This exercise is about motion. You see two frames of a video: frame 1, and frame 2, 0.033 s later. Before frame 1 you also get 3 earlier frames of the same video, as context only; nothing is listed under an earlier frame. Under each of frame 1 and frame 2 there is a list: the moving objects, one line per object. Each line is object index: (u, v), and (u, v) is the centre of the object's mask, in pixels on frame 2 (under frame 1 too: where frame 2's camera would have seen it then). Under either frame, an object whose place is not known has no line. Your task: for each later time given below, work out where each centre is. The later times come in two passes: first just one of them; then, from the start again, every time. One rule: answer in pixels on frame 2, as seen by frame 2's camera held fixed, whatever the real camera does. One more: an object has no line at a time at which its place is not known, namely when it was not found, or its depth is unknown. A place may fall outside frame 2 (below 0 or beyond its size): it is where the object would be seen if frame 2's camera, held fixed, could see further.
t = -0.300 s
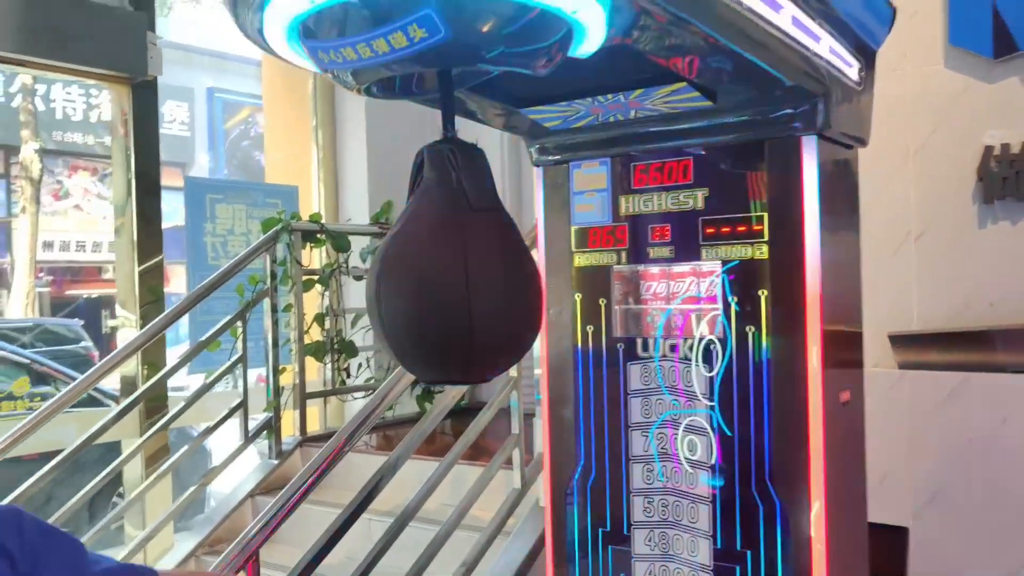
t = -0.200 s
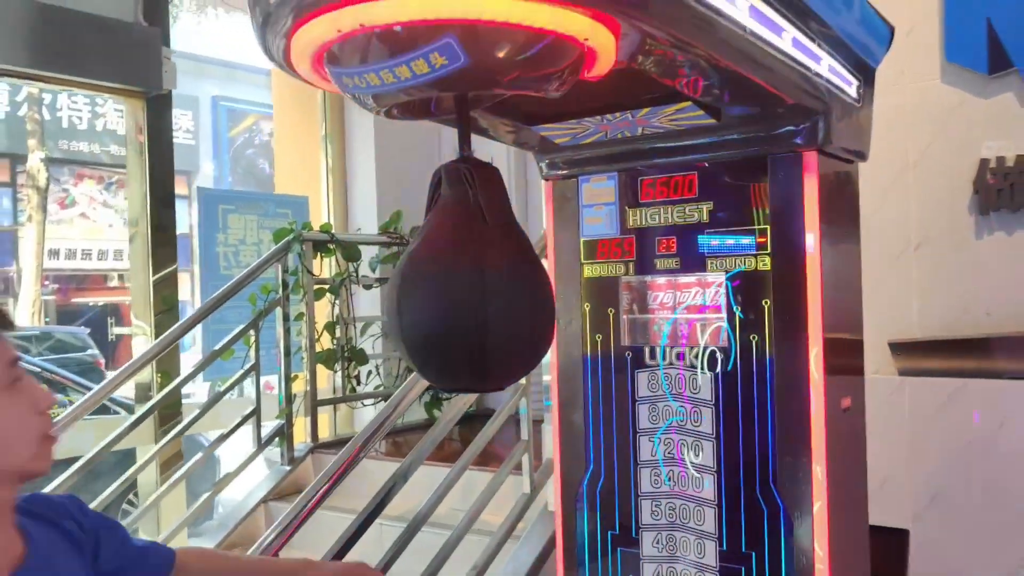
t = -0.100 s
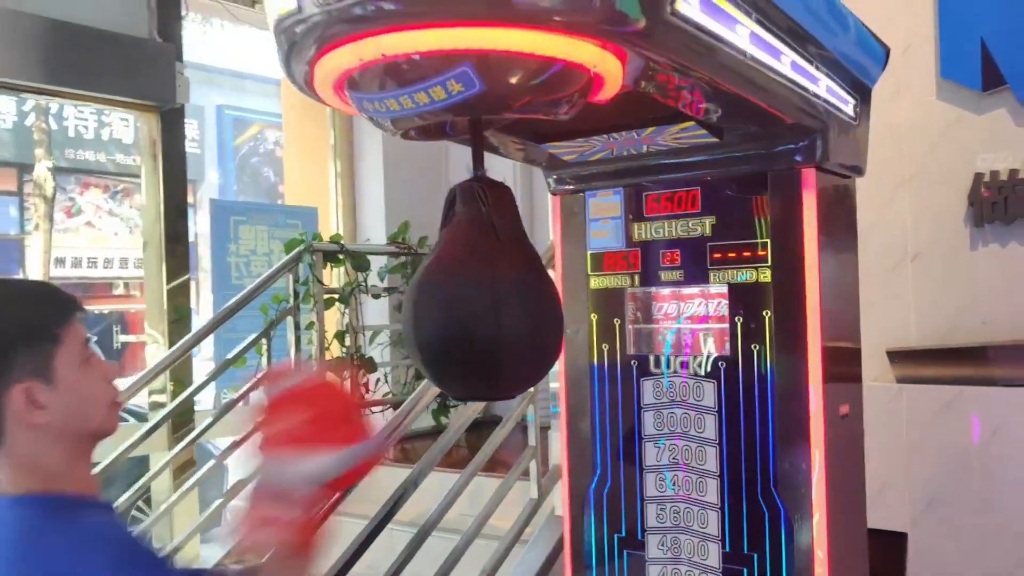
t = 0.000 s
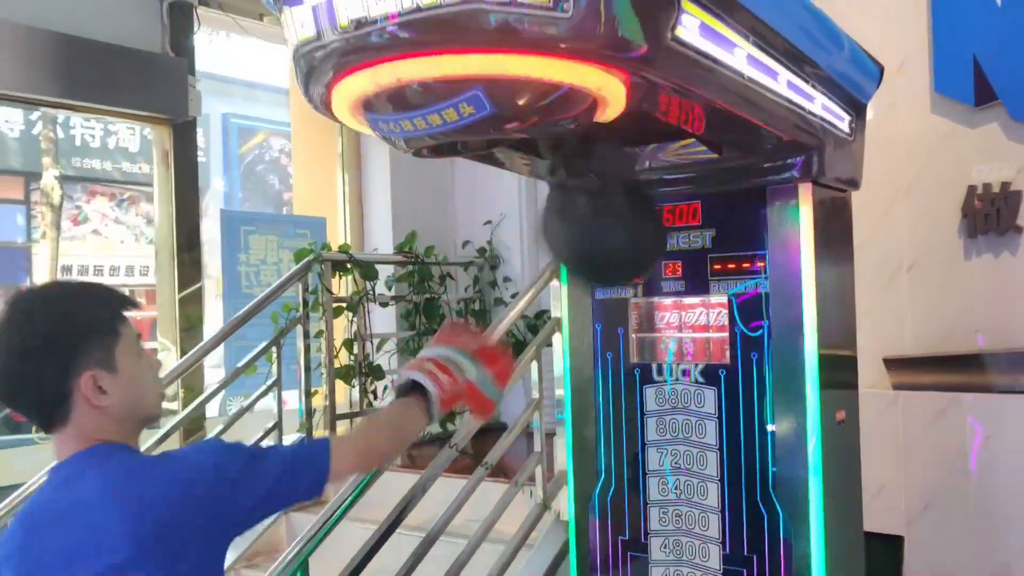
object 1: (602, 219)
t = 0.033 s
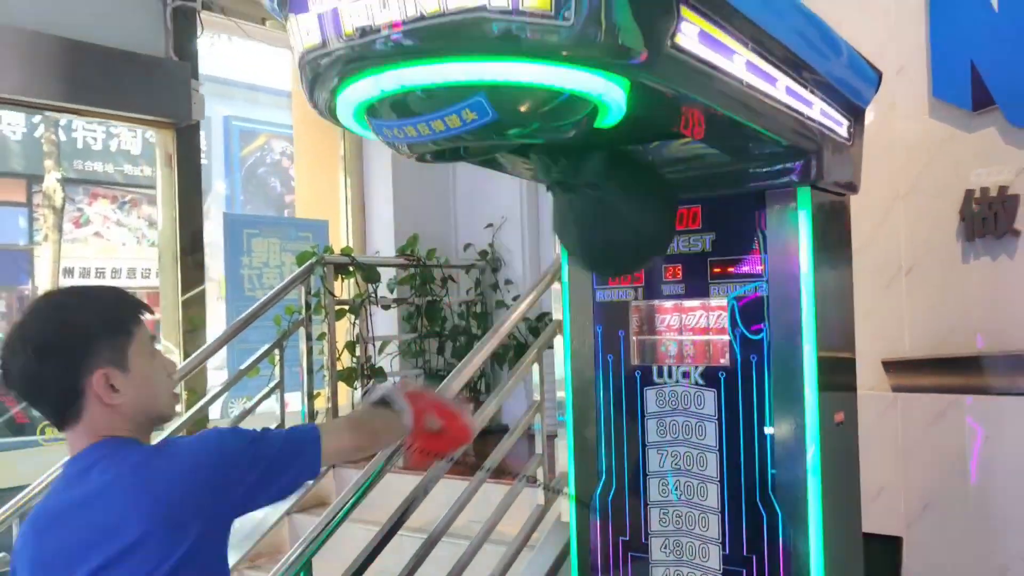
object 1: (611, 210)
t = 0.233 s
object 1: (478, 315)
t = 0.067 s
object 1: (596, 226)
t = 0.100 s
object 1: (578, 241)
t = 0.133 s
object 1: (562, 272)
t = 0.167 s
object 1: (540, 304)
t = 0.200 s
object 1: (513, 322)
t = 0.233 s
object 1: (478, 315)
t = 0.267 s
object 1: (443, 296)
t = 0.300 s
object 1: (409, 277)
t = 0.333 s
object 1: (383, 243)
